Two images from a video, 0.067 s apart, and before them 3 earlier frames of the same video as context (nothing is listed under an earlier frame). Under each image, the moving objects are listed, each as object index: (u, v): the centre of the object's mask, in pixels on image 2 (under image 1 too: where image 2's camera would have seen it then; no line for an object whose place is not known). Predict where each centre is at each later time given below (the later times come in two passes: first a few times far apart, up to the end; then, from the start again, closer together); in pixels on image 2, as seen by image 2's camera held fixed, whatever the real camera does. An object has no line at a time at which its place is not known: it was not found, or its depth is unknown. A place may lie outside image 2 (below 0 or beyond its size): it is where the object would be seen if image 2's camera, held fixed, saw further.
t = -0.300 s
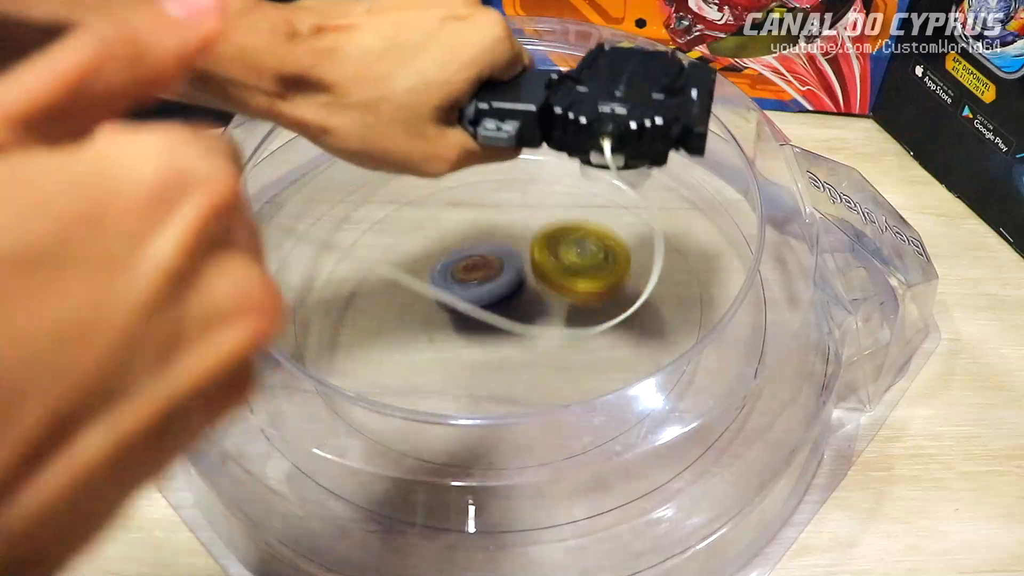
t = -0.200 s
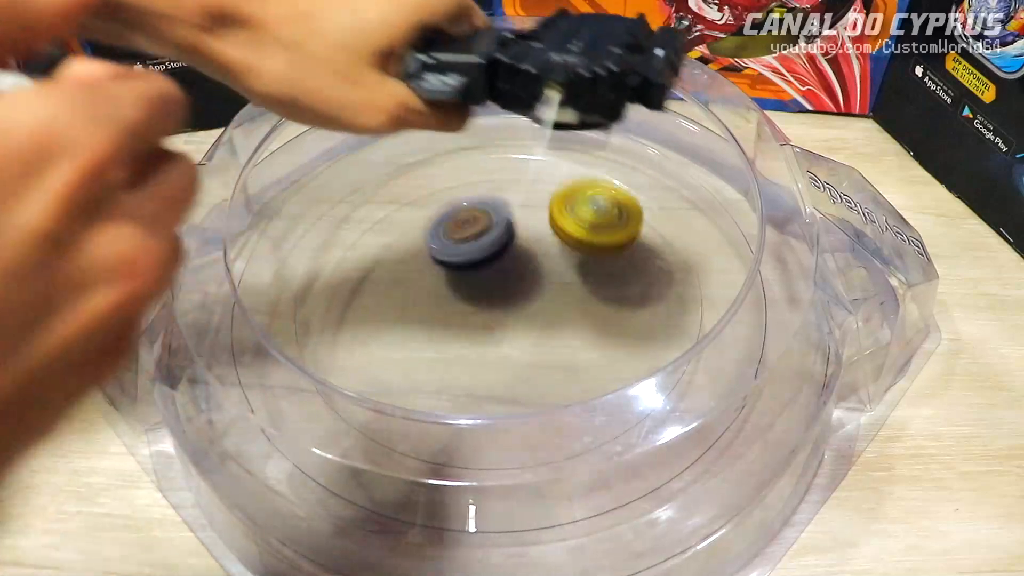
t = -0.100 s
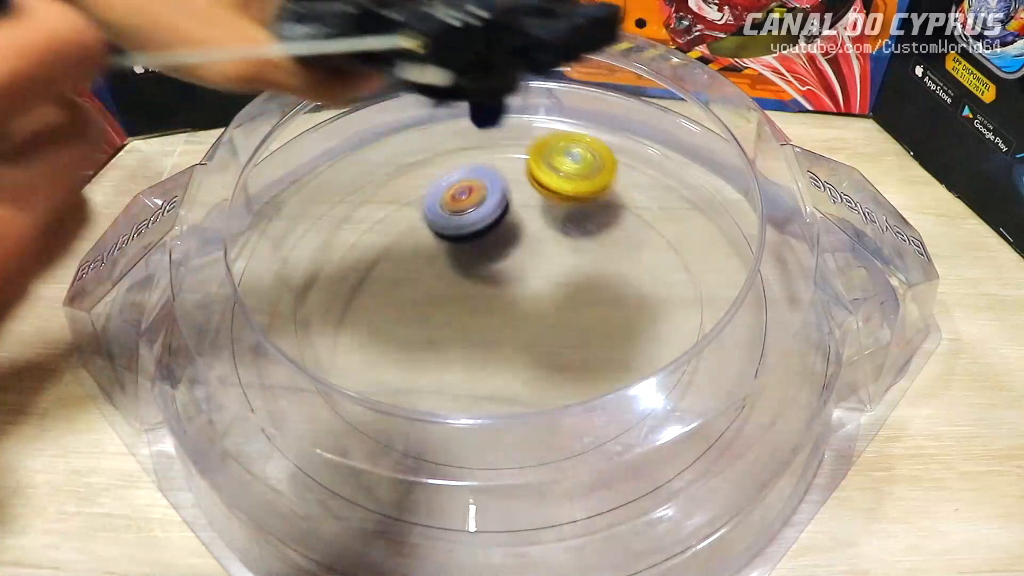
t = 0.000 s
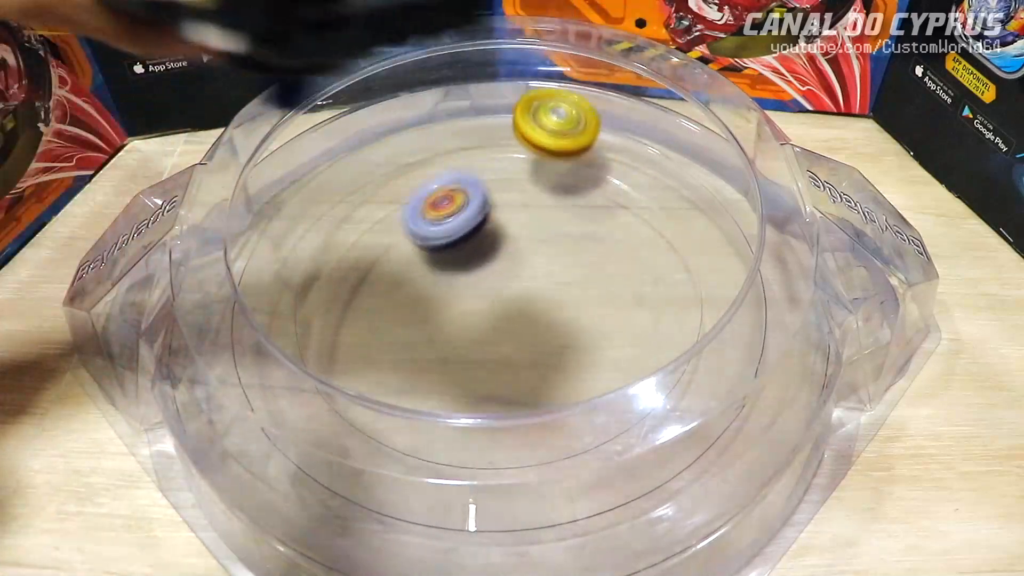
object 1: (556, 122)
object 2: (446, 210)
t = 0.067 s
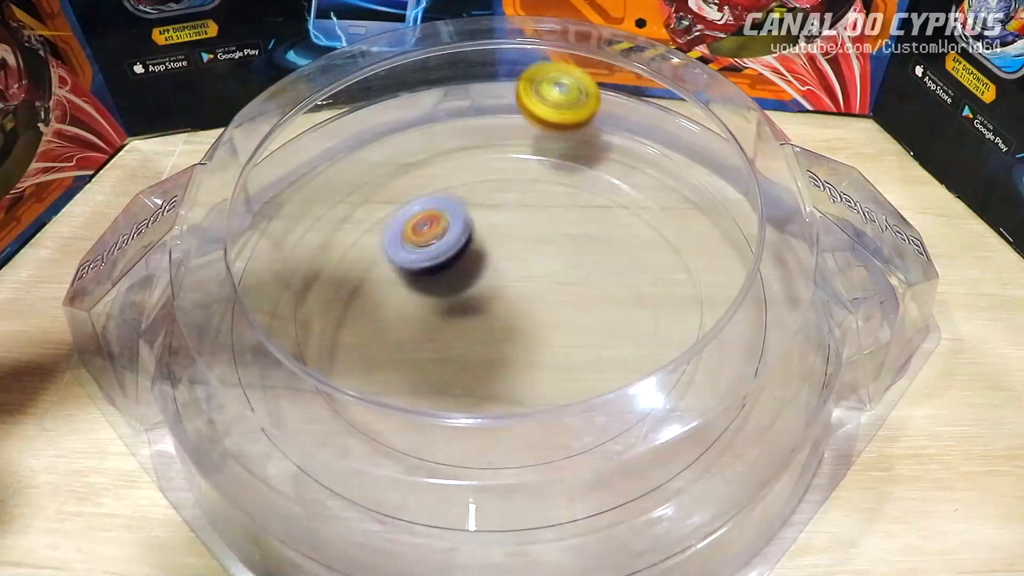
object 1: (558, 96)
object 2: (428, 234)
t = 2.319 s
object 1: (577, 159)
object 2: (377, 351)
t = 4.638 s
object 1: (471, 312)
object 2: (278, 208)
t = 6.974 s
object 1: (502, 377)
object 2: (570, 214)
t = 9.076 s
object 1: (509, 328)
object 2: (466, 249)
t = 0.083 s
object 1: (556, 88)
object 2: (425, 240)
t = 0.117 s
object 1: (552, 84)
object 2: (424, 254)
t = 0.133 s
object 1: (550, 81)
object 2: (424, 262)
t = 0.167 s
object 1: (545, 82)
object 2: (428, 274)
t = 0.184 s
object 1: (543, 82)
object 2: (431, 281)
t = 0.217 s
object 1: (539, 82)
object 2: (438, 294)
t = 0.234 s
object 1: (537, 81)
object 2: (443, 297)
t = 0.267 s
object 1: (535, 80)
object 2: (456, 307)
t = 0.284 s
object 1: (534, 79)
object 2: (461, 311)
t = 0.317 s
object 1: (533, 79)
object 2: (472, 316)
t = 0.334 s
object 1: (532, 80)
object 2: (477, 316)
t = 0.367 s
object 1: (532, 79)
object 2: (487, 318)
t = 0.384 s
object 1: (532, 79)
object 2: (492, 317)
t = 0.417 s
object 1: (532, 80)
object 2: (498, 316)
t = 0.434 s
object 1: (533, 80)
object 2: (500, 316)
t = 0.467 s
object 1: (535, 79)
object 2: (499, 312)
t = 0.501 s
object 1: (538, 80)
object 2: (494, 308)
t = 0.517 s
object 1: (540, 80)
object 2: (488, 305)
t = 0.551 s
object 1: (544, 80)
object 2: (477, 299)
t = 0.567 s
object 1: (547, 80)
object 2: (472, 295)
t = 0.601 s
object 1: (551, 81)
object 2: (463, 288)
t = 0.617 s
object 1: (553, 81)
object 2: (460, 283)
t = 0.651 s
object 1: (558, 82)
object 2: (456, 274)
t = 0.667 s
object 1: (560, 83)
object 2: (454, 269)
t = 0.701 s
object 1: (564, 83)
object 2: (455, 260)
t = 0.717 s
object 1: (566, 84)
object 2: (457, 255)
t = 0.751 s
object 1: (570, 86)
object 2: (461, 245)
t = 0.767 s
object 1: (572, 86)
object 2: (465, 242)
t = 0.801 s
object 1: (576, 88)
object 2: (474, 236)
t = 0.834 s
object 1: (580, 90)
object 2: (485, 233)
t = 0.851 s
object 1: (581, 91)
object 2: (491, 232)
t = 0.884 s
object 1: (585, 94)
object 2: (503, 233)
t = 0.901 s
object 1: (585, 96)
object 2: (510, 235)
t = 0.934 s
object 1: (584, 100)
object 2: (520, 242)
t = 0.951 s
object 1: (582, 105)
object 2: (524, 247)
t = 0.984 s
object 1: (577, 111)
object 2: (532, 257)
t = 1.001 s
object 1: (575, 115)
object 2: (534, 262)
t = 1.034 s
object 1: (573, 120)
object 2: (536, 273)
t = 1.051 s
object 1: (574, 124)
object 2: (535, 279)
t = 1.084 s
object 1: (575, 132)
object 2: (531, 292)
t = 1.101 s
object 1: (575, 136)
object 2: (527, 298)
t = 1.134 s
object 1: (574, 147)
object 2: (519, 308)
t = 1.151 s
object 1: (572, 153)
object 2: (514, 313)
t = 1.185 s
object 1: (565, 168)
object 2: (503, 320)
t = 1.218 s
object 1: (555, 185)
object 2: (490, 325)
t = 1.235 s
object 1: (548, 193)
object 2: (482, 327)
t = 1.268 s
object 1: (532, 213)
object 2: (469, 328)
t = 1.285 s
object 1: (523, 222)
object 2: (462, 328)
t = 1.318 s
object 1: (504, 241)
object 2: (449, 326)
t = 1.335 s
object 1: (494, 250)
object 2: (442, 324)
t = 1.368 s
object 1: (484, 262)
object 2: (423, 327)
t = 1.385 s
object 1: (481, 266)
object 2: (413, 329)
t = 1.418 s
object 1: (479, 279)
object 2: (398, 329)
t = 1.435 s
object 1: (479, 285)
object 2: (392, 329)
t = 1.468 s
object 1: (482, 299)
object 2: (379, 325)
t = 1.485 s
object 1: (486, 305)
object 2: (373, 324)
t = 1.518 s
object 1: (496, 315)
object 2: (362, 321)
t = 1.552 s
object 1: (509, 323)
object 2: (354, 316)
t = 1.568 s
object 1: (517, 326)
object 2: (351, 313)
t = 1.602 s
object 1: (533, 327)
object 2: (346, 308)
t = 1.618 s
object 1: (541, 327)
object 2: (345, 305)
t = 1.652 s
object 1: (557, 323)
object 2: (347, 299)
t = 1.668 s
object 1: (564, 320)
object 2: (349, 295)
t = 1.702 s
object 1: (577, 311)
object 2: (358, 289)
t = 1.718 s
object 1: (583, 307)
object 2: (364, 286)
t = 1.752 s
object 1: (592, 294)
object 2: (377, 281)
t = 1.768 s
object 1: (595, 289)
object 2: (384, 279)
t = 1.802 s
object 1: (598, 275)
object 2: (400, 275)
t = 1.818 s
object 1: (597, 269)
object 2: (409, 274)
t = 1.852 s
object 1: (590, 258)
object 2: (427, 271)
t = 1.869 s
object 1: (584, 253)
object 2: (436, 270)
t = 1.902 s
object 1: (568, 246)
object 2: (456, 269)
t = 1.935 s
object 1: (563, 238)
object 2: (459, 270)
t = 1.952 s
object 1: (569, 234)
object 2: (450, 272)
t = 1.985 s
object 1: (576, 226)
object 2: (440, 275)
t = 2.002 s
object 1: (578, 223)
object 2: (437, 276)
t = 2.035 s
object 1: (577, 221)
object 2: (438, 279)
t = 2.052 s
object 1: (574, 221)
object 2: (440, 279)
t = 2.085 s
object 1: (564, 222)
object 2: (448, 277)
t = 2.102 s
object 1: (558, 224)
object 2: (453, 277)
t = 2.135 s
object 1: (546, 226)
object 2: (459, 282)
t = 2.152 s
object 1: (555, 215)
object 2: (448, 291)
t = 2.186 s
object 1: (571, 197)
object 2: (425, 313)
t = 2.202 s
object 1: (577, 188)
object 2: (415, 321)
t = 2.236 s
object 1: (583, 175)
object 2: (401, 335)
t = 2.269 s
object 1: (584, 167)
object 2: (389, 345)
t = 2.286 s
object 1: (583, 164)
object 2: (384, 348)
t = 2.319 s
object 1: (577, 159)
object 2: (377, 351)
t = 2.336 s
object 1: (573, 157)
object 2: (373, 353)
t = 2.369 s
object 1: (561, 154)
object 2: (366, 355)
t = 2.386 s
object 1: (555, 154)
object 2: (362, 356)
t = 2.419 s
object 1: (541, 158)
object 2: (355, 359)
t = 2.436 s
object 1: (533, 161)
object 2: (352, 361)
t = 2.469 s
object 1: (519, 169)
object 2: (346, 363)
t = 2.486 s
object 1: (511, 175)
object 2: (343, 363)
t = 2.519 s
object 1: (497, 188)
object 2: (337, 367)
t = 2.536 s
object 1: (491, 196)
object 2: (335, 368)
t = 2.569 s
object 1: (480, 213)
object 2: (334, 367)
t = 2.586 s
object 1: (475, 222)
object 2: (335, 364)
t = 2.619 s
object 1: (468, 242)
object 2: (340, 363)
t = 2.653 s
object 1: (463, 262)
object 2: (348, 364)
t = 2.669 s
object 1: (462, 271)
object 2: (351, 363)
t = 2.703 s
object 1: (463, 289)
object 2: (361, 360)
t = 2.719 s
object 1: (465, 298)
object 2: (368, 358)
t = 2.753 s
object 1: (472, 312)
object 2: (382, 355)
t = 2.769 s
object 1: (478, 318)
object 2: (389, 353)
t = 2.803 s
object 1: (509, 318)
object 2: (378, 354)
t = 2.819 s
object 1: (530, 317)
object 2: (372, 355)
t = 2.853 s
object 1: (564, 311)
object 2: (364, 355)
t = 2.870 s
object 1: (580, 306)
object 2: (363, 356)
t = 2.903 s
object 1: (607, 298)
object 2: (368, 351)
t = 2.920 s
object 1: (618, 295)
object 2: (373, 347)
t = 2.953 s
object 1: (636, 285)
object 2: (384, 340)
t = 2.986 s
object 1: (649, 275)
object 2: (397, 332)
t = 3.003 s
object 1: (655, 270)
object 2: (403, 328)
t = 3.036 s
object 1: (662, 261)
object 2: (416, 321)
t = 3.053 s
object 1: (663, 256)
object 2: (423, 317)
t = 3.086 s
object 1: (663, 247)
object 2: (437, 309)
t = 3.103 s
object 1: (661, 243)
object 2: (444, 305)
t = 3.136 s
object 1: (654, 236)
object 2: (459, 298)
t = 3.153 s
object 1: (649, 233)
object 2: (466, 295)
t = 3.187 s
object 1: (635, 228)
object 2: (481, 288)
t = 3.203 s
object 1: (626, 227)
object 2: (488, 286)
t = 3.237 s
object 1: (606, 228)
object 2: (502, 280)
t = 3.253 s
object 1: (595, 228)
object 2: (510, 278)
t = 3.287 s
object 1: (600, 218)
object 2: (489, 286)
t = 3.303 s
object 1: (604, 213)
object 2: (479, 289)
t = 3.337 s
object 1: (607, 204)
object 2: (458, 296)
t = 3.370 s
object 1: (603, 201)
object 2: (442, 300)
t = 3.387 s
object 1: (600, 201)
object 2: (435, 300)
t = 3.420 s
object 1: (586, 203)
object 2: (426, 300)
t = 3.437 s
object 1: (578, 205)
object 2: (424, 300)
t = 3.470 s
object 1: (562, 211)
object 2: (422, 297)
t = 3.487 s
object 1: (553, 214)
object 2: (422, 293)
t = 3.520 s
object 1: (536, 223)
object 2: (424, 287)
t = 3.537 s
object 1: (528, 229)
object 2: (426, 284)
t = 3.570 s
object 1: (514, 239)
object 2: (428, 275)
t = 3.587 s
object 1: (533, 239)
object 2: (403, 270)
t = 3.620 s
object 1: (578, 234)
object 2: (355, 264)
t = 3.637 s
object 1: (599, 233)
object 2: (332, 260)
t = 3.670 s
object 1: (637, 228)
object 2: (294, 253)
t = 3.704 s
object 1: (667, 224)
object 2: (263, 246)
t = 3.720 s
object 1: (679, 223)
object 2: (249, 247)
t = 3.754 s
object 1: (699, 222)
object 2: (231, 242)
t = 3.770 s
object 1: (707, 224)
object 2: (225, 239)
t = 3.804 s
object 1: (722, 224)
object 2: (217, 240)
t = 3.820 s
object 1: (721, 228)
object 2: (214, 237)
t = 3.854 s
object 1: (743, 227)
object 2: (210, 232)
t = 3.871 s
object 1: (746, 229)
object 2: (205, 232)
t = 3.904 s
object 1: (741, 232)
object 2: (201, 232)
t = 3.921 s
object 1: (737, 236)
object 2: (192, 229)
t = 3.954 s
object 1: (731, 235)
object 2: (193, 232)
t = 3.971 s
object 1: (720, 239)
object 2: (196, 234)
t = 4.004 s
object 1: (718, 241)
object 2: (200, 237)
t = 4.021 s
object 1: (716, 243)
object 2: (202, 237)
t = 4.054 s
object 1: (718, 249)
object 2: (202, 236)
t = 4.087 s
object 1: (711, 255)
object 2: (200, 237)
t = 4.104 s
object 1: (710, 256)
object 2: (197, 238)
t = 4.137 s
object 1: (707, 263)
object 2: (195, 238)
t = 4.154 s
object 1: (707, 265)
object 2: (194, 238)
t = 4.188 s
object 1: (703, 271)
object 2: (195, 236)
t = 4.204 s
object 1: (701, 273)
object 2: (197, 234)
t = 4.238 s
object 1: (697, 280)
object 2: (199, 232)
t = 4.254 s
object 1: (695, 283)
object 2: (195, 229)
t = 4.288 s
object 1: (688, 289)
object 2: (203, 227)
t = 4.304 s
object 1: (684, 294)
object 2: (205, 226)
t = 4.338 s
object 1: (671, 301)
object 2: (209, 223)
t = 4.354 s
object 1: (662, 305)
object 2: (207, 220)
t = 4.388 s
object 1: (644, 311)
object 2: (212, 218)
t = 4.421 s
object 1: (623, 315)
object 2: (217, 216)
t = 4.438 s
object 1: (611, 317)
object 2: (220, 214)
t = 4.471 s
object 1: (589, 321)
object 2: (225, 213)
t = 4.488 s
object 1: (575, 323)
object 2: (227, 212)
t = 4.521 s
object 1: (550, 324)
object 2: (238, 212)
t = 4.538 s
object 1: (538, 325)
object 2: (241, 212)
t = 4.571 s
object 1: (513, 323)
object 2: (251, 210)
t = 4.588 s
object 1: (502, 320)
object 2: (258, 211)
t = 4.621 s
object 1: (481, 315)
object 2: (272, 208)
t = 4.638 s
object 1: (471, 312)
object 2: (278, 208)
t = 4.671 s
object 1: (451, 305)
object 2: (289, 206)
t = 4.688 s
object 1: (442, 303)
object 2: (294, 206)
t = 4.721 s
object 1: (427, 302)
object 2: (304, 206)
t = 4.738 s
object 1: (417, 302)
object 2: (312, 204)
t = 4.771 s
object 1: (404, 305)
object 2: (325, 206)
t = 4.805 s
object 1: (391, 308)
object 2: (341, 207)
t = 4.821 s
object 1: (385, 309)
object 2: (350, 209)
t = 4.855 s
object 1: (376, 312)
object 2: (370, 209)
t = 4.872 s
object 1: (373, 314)
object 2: (381, 210)
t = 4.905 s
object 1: (367, 318)
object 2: (403, 212)
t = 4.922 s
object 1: (366, 319)
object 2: (415, 213)
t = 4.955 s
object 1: (364, 322)
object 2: (437, 217)
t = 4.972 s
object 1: (364, 323)
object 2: (450, 219)
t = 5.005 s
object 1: (365, 325)
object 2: (472, 222)
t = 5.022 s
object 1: (366, 325)
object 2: (483, 226)
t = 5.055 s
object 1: (371, 326)
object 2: (503, 230)
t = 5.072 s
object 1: (373, 325)
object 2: (513, 232)
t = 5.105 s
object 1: (379, 324)
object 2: (530, 237)
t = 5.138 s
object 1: (388, 322)
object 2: (546, 242)
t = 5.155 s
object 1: (392, 321)
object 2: (553, 245)
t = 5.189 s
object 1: (403, 317)
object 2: (564, 250)
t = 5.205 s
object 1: (410, 316)
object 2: (569, 253)
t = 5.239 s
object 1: (422, 311)
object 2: (579, 258)
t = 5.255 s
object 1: (429, 309)
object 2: (585, 261)
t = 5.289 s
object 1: (443, 304)
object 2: (594, 268)
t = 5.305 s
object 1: (449, 301)
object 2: (598, 271)
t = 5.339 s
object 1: (464, 296)
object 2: (604, 278)
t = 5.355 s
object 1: (472, 294)
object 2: (605, 283)
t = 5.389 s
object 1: (485, 289)
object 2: (609, 290)
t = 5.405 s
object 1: (492, 285)
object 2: (611, 294)
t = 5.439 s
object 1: (504, 280)
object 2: (613, 303)
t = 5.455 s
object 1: (508, 275)
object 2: (611, 308)
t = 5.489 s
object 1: (517, 268)
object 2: (606, 317)
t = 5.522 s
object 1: (521, 257)
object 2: (598, 325)
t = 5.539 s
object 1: (521, 253)
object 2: (592, 329)
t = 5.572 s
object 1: (521, 243)
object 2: (582, 336)
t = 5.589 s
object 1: (521, 240)
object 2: (576, 338)
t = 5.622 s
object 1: (518, 234)
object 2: (561, 343)
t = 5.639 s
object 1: (516, 230)
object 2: (553, 343)
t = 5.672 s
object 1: (511, 226)
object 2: (538, 344)
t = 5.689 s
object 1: (508, 226)
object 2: (530, 344)
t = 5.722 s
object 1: (501, 223)
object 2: (515, 342)
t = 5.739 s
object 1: (499, 224)
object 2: (506, 341)
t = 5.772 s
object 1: (493, 223)
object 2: (491, 337)
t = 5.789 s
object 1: (490, 223)
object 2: (485, 333)
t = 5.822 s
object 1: (485, 225)
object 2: (474, 327)
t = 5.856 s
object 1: (483, 228)
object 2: (463, 319)
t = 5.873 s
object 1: (481, 230)
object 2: (458, 315)
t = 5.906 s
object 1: (484, 232)
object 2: (445, 312)
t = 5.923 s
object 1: (491, 226)
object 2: (433, 317)
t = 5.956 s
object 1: (504, 219)
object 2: (415, 323)
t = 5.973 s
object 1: (510, 216)
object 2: (407, 325)
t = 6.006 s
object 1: (521, 215)
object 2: (395, 326)
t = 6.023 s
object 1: (526, 216)
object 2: (391, 325)
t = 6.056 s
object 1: (533, 218)
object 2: (383, 321)
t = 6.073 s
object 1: (535, 219)
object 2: (379, 319)
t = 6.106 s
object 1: (540, 224)
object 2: (372, 313)
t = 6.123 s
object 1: (541, 229)
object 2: (370, 310)
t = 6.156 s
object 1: (543, 236)
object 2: (365, 304)
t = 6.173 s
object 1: (543, 239)
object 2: (362, 301)
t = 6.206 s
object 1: (543, 248)
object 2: (357, 294)
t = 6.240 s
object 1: (541, 257)
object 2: (352, 287)
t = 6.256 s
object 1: (540, 263)
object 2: (350, 283)
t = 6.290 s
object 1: (535, 272)
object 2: (349, 275)
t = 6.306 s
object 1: (533, 275)
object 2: (350, 272)
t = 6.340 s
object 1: (528, 284)
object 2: (356, 265)
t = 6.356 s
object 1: (525, 289)
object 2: (360, 261)
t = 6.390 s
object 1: (519, 297)
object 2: (371, 257)
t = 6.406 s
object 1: (517, 299)
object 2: (376, 255)
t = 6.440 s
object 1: (513, 306)
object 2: (389, 253)
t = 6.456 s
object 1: (512, 310)
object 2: (396, 252)
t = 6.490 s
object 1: (511, 317)
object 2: (409, 250)
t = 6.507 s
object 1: (511, 319)
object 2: (417, 250)
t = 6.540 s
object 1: (511, 324)
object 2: (433, 250)
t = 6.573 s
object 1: (512, 329)
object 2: (448, 251)
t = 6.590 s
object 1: (513, 332)
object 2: (457, 251)
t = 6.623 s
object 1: (513, 335)
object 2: (471, 251)
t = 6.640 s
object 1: (513, 336)
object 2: (478, 252)
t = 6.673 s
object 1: (514, 335)
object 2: (493, 255)
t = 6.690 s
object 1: (515, 335)
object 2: (501, 256)
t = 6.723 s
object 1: (515, 348)
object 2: (513, 244)
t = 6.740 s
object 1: (515, 356)
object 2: (518, 235)
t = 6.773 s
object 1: (514, 367)
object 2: (528, 221)
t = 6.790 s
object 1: (514, 370)
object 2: (533, 217)
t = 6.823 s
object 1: (514, 375)
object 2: (540, 210)
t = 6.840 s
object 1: (513, 375)
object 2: (544, 208)
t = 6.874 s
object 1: (512, 377)
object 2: (551, 207)
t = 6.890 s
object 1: (511, 378)
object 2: (556, 207)
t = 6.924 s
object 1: (508, 378)
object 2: (563, 208)
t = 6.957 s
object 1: (503, 377)
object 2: (569, 212)
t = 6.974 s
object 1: (502, 377)
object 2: (570, 214)
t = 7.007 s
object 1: (497, 373)
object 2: (574, 217)
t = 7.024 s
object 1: (494, 369)
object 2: (576, 220)
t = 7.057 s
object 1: (490, 362)
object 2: (579, 225)
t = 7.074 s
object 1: (488, 358)
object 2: (579, 228)
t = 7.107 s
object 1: (484, 349)
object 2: (580, 232)
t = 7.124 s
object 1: (483, 344)
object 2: (582, 234)
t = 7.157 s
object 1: (482, 333)
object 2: (583, 238)
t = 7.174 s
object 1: (480, 326)
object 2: (584, 239)
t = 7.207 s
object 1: (475, 315)
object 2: (586, 242)
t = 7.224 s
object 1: (470, 309)
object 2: (586, 244)
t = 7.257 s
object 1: (461, 298)
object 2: (584, 250)
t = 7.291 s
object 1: (451, 288)
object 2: (578, 256)
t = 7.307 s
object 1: (446, 283)
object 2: (574, 260)
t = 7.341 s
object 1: (436, 272)
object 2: (566, 266)
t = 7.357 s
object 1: (430, 267)
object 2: (562, 271)
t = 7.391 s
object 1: (417, 259)
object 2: (550, 278)
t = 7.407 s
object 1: (413, 255)
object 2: (545, 280)
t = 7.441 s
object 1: (405, 248)
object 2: (533, 286)
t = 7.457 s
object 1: (402, 247)
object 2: (526, 288)
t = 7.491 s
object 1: (397, 242)
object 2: (513, 290)
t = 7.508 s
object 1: (396, 242)
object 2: (507, 291)
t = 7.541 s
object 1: (395, 238)
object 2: (493, 293)
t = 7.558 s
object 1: (395, 235)
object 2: (487, 292)
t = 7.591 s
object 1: (396, 234)
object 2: (474, 293)
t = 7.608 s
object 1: (397, 232)
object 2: (469, 292)
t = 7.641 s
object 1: (392, 222)
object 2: (471, 300)
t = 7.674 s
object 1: (384, 209)
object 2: (478, 310)
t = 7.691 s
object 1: (382, 202)
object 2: (484, 315)
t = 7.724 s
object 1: (380, 193)
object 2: (492, 323)
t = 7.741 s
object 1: (382, 191)
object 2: (495, 325)
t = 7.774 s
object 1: (384, 185)
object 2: (500, 328)
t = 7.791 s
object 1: (385, 185)
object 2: (501, 330)
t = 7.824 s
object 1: (391, 182)
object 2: (504, 331)
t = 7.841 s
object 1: (394, 181)
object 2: (505, 331)
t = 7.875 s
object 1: (402, 181)
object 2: (505, 332)
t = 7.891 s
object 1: (406, 181)
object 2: (504, 332)
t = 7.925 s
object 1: (415, 185)
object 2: (501, 331)
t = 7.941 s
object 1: (421, 186)
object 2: (500, 330)
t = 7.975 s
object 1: (432, 192)
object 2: (496, 331)
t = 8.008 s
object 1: (445, 200)
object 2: (492, 330)
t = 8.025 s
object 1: (451, 204)
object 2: (491, 331)
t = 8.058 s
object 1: (464, 215)
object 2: (486, 332)
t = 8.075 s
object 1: (471, 222)
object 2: (484, 333)
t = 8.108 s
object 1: (484, 234)
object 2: (480, 338)
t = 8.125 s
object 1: (490, 242)
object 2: (476, 339)
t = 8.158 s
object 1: (505, 253)
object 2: (473, 340)
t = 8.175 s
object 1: (511, 259)
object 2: (470, 341)
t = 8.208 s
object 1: (529, 266)
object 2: (466, 339)
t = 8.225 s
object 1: (538, 268)
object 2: (465, 339)
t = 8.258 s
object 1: (555, 273)
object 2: (461, 336)
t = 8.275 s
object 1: (564, 274)
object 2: (460, 334)
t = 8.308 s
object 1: (581, 278)
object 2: (461, 329)
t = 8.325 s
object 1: (588, 278)
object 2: (461, 326)
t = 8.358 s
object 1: (602, 282)
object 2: (466, 319)
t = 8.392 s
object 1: (612, 285)
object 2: (470, 312)
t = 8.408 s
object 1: (617, 285)
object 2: (473, 309)
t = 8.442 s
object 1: (624, 289)
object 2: (480, 303)
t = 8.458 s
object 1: (626, 290)
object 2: (483, 300)
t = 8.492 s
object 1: (628, 292)
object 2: (491, 294)
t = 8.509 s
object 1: (629, 293)
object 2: (495, 292)
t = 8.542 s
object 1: (629, 297)
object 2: (502, 286)
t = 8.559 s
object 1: (626, 300)
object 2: (506, 284)
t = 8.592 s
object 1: (620, 301)
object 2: (513, 279)
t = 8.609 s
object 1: (616, 304)
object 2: (518, 276)
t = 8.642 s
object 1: (611, 305)
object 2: (524, 272)
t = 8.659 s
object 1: (619, 310)
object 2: (516, 265)
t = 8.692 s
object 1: (633, 318)
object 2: (499, 252)
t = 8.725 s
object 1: (641, 325)
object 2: (484, 242)
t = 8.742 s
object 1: (641, 328)
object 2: (478, 237)
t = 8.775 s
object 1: (639, 335)
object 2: (466, 231)
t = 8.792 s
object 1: (635, 337)
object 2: (462, 229)
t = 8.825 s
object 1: (628, 342)
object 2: (455, 227)
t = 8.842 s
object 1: (623, 344)
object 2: (454, 226)
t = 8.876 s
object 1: (612, 344)
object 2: (450, 227)
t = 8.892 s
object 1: (605, 345)
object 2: (452, 227)
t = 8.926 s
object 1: (591, 342)
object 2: (452, 230)
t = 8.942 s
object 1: (583, 341)
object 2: (454, 231)
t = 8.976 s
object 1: (566, 336)
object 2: (455, 236)
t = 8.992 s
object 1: (557, 334)
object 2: (458, 236)
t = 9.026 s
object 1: (538, 331)
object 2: (461, 243)
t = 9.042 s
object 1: (527, 331)
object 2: (463, 243)
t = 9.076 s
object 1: (509, 328)
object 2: (466, 249)
